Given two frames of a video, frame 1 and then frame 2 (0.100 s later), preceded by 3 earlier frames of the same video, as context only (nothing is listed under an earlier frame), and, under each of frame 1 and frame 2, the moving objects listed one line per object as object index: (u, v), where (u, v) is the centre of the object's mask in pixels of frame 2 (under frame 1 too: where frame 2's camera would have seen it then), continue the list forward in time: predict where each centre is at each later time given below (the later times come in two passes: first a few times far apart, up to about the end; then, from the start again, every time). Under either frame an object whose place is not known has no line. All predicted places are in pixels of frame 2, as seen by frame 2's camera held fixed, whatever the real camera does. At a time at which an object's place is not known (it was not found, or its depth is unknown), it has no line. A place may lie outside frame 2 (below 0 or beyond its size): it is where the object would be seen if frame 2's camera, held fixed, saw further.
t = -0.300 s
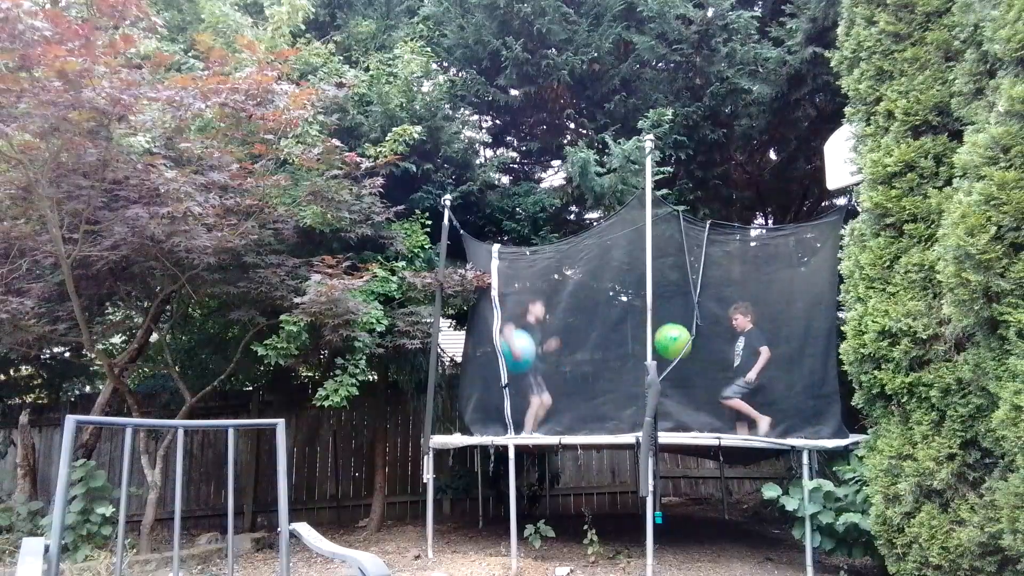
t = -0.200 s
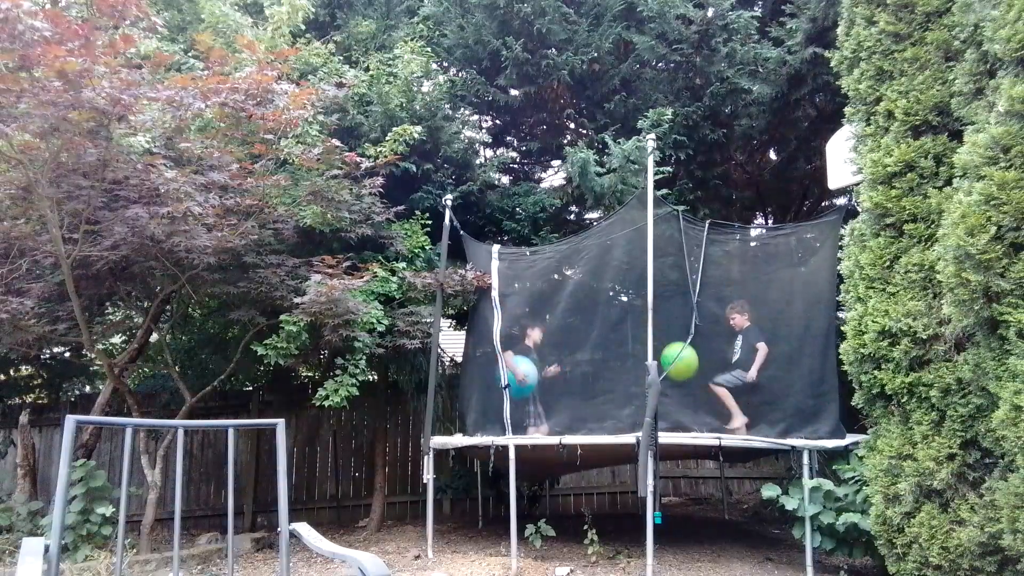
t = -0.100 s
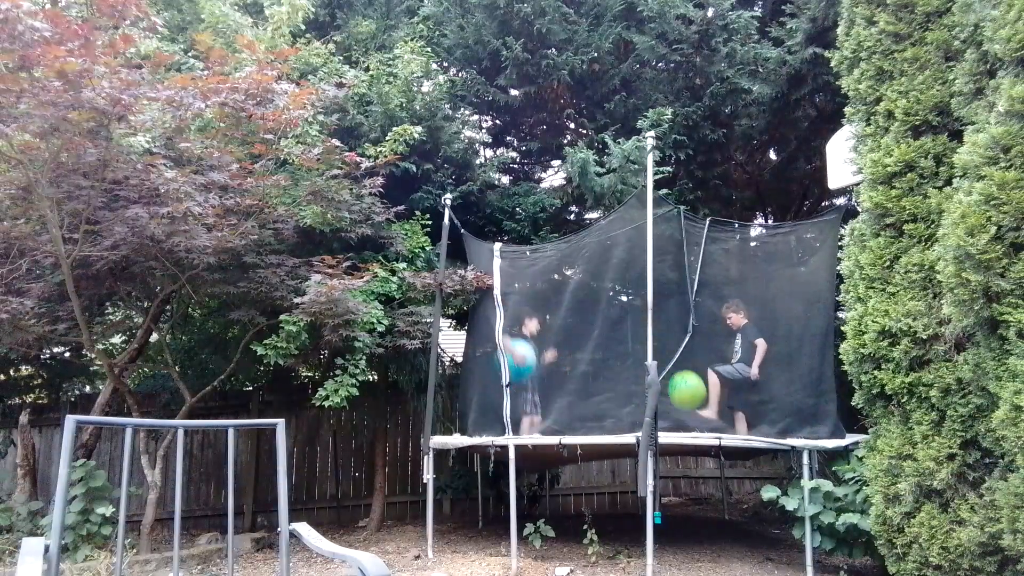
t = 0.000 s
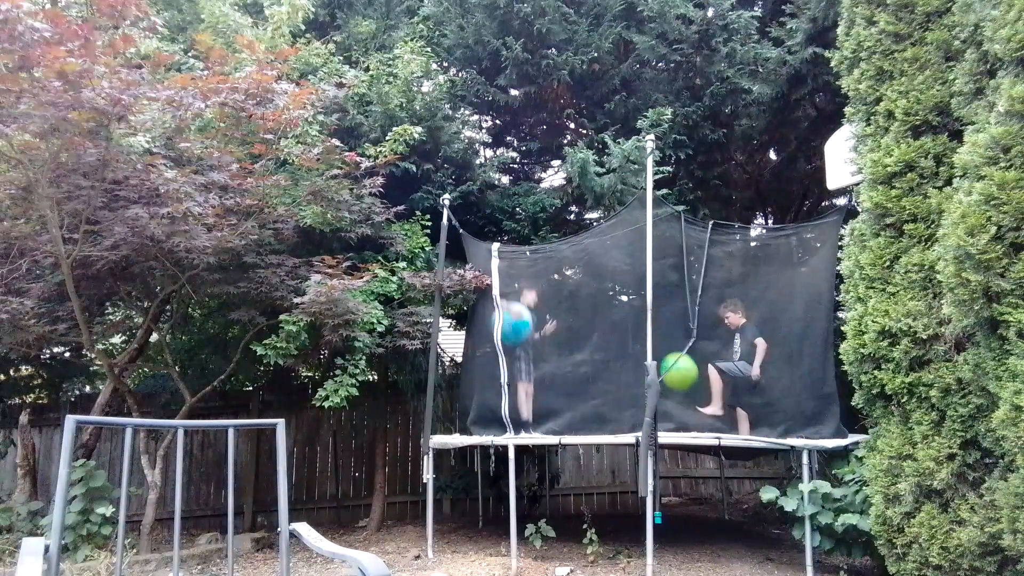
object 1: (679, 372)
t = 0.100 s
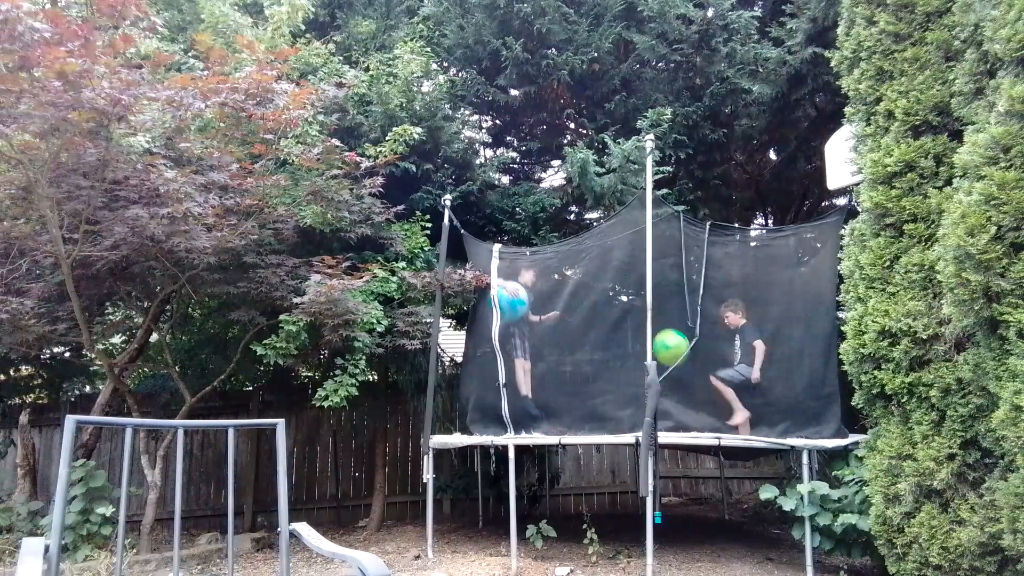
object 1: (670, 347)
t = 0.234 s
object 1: (665, 331)
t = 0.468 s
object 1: (647, 343)
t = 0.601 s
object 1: (635, 374)
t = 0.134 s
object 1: (669, 341)
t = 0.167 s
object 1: (667, 337)
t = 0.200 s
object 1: (666, 334)
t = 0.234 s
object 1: (665, 331)
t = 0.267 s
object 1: (663, 330)
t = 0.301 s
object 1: (659, 329)
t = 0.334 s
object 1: (656, 330)
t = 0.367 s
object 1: (654, 332)
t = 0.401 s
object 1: (652, 334)
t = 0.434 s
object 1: (647, 338)
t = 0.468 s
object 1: (647, 343)
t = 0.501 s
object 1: (644, 348)
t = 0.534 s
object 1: (642, 356)
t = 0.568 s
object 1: (636, 364)
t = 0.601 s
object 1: (635, 374)
